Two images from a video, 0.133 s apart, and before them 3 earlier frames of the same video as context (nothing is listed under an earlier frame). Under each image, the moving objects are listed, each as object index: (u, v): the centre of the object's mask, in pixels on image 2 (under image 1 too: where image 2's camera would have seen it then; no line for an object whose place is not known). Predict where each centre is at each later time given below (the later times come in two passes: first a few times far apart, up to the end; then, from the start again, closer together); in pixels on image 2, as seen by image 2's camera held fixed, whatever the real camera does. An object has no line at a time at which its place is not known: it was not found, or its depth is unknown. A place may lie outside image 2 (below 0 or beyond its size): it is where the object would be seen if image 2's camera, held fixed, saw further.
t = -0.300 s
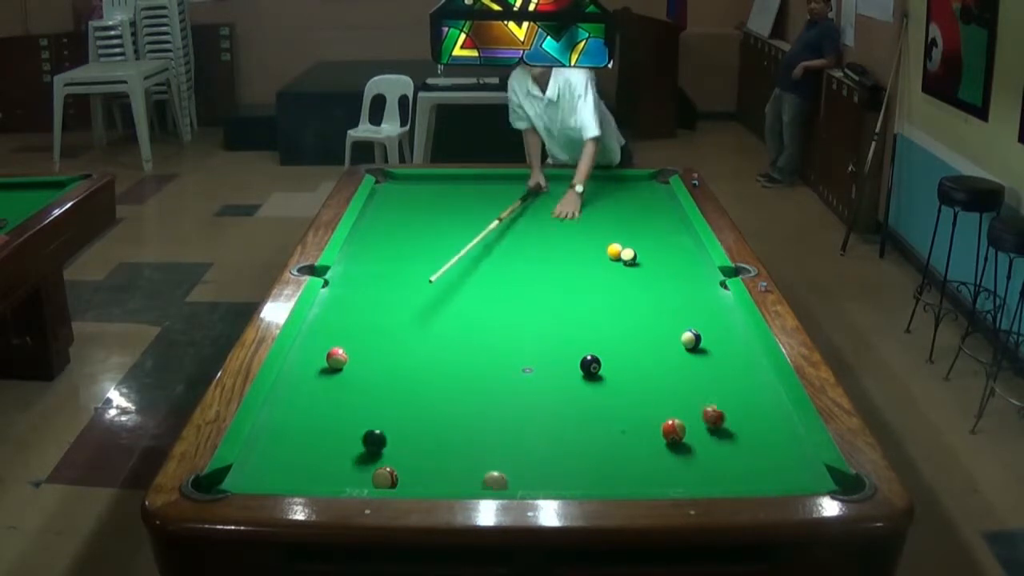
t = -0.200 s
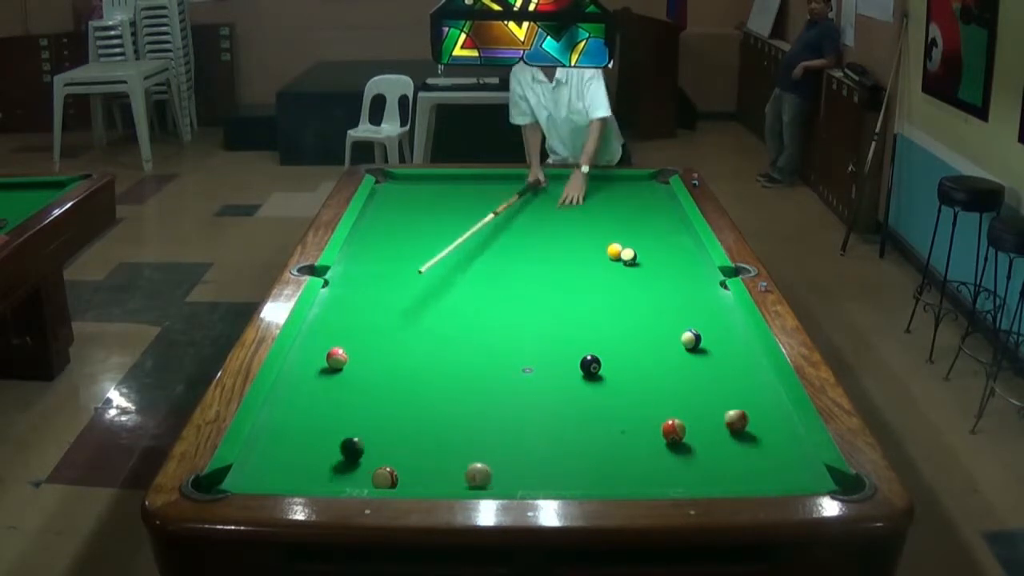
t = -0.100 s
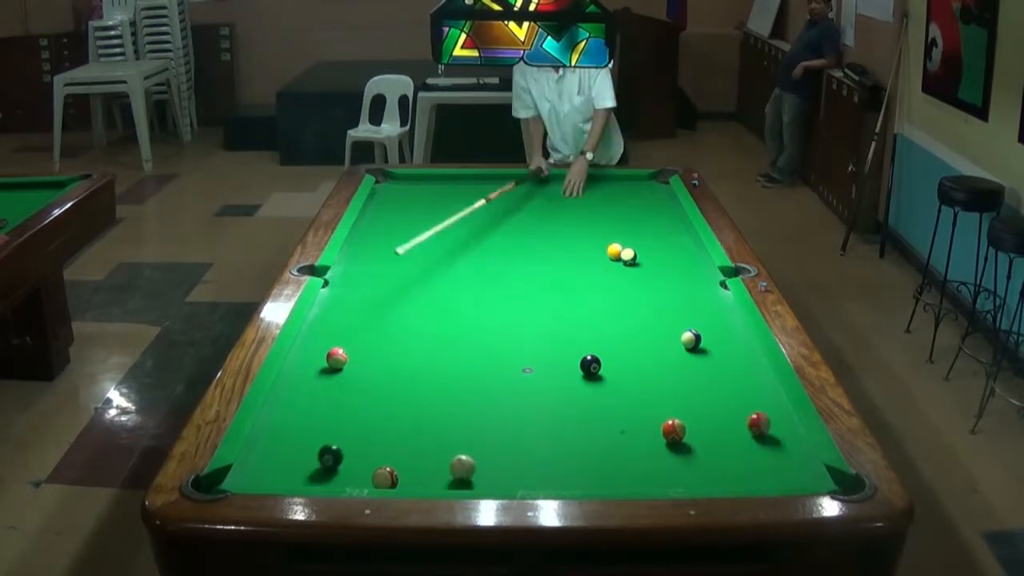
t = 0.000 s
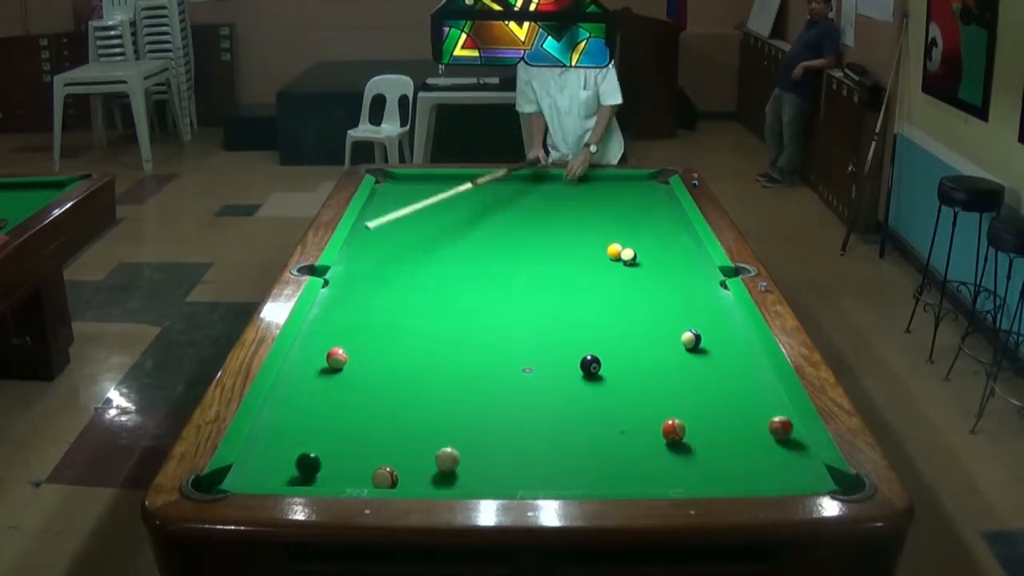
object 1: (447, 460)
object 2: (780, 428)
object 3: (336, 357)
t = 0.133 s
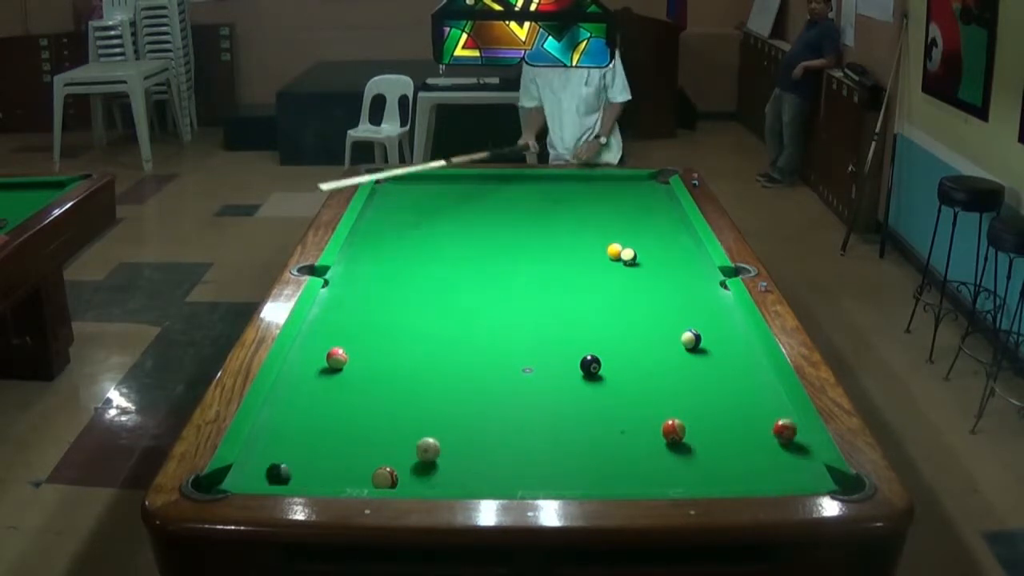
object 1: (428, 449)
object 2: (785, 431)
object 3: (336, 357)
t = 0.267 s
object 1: (410, 440)
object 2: (773, 433)
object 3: (336, 357)
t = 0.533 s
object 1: (377, 423)
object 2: (750, 438)
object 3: (336, 357)
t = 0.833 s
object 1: (345, 406)
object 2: (727, 443)
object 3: (336, 357)
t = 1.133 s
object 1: (316, 391)
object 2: (705, 448)
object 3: (336, 357)
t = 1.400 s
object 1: (293, 379)
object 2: (688, 451)
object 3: (336, 357)
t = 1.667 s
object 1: (300, 371)
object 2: (672, 454)
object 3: (336, 357)
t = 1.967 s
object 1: (316, 365)
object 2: (657, 457)
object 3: (337, 357)
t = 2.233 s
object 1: (320, 363)
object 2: (645, 460)
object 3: (343, 355)
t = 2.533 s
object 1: (321, 363)
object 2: (635, 462)
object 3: (350, 353)
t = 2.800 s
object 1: (320, 363)
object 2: (628, 464)
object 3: (354, 351)
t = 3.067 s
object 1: (321, 363)
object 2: (623, 465)
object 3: (357, 350)
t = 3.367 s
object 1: (321, 363)
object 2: (620, 466)
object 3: (359, 350)
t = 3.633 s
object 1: (320, 363)
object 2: (619, 466)
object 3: (359, 350)
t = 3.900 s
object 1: (321, 363)
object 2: (620, 466)
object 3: (359, 350)
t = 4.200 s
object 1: (321, 363)
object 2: (620, 466)
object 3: (359, 350)
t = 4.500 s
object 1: (320, 363)
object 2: (619, 466)
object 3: (359, 350)
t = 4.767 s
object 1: (321, 363)
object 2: (620, 466)
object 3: (359, 350)
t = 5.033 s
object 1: (320, 363)
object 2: (620, 466)
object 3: (359, 350)
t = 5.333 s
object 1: (320, 363)
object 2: (620, 466)
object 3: (359, 350)
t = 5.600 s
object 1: (320, 363)
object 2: (620, 466)
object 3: (359, 350)
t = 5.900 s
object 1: (320, 363)
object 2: (620, 466)
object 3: (359, 350)
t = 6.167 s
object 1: (320, 363)
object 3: (359, 350)
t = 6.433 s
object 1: (320, 363)
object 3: (359, 350)
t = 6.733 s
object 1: (320, 363)
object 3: (359, 350)
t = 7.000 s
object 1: (320, 363)
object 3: (359, 350)
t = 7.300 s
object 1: (320, 363)
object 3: (359, 350)
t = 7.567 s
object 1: (321, 363)
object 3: (359, 350)
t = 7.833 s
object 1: (321, 363)
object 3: (359, 350)
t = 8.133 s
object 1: (321, 363)
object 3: (359, 350)
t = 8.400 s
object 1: (321, 363)
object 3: (359, 350)
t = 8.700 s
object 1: (320, 363)
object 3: (359, 350)
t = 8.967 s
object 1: (320, 364)
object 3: (359, 350)
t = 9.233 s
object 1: (320, 363)
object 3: (359, 350)
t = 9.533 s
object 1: (321, 363)
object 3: (359, 350)
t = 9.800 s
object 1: (321, 363)
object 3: (359, 350)
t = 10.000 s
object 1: (321, 363)
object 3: (359, 350)
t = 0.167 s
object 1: (423, 447)
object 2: (781, 431)
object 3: (336, 357)
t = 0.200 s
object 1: (419, 445)
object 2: (779, 432)
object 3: (336, 357)
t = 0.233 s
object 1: (414, 442)
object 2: (776, 433)
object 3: (336, 357)
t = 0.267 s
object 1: (410, 440)
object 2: (773, 433)
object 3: (336, 357)
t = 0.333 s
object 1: (401, 436)
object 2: (767, 435)
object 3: (336, 357)
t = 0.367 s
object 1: (397, 434)
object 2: (764, 436)
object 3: (336, 357)
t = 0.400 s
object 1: (393, 432)
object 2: (762, 436)
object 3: (336, 357)
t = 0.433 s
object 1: (389, 430)
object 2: (758, 437)
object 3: (336, 357)
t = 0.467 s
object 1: (385, 428)
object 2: (756, 437)
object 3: (336, 357)
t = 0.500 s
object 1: (381, 425)
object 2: (753, 438)
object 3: (336, 357)
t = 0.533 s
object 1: (377, 423)
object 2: (750, 438)
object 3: (336, 357)
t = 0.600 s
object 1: (369, 419)
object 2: (745, 439)
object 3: (336, 357)
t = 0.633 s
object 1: (366, 417)
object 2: (742, 439)
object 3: (336, 357)
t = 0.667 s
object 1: (362, 416)
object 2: (739, 440)
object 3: (336, 357)
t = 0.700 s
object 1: (358, 413)
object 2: (737, 441)
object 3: (336, 357)
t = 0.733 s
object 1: (355, 412)
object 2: (734, 442)
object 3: (337, 357)
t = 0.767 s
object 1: (352, 410)
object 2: (732, 443)
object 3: (336, 357)
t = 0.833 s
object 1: (345, 406)
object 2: (727, 443)
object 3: (336, 357)
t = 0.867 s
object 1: (341, 404)
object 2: (724, 444)
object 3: (337, 357)
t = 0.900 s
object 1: (338, 403)
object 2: (722, 444)
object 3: (336, 357)
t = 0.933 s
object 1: (335, 401)
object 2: (719, 445)
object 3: (336, 357)
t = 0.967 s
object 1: (331, 399)
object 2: (717, 445)
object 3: (336, 357)
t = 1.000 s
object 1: (328, 398)
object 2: (714, 445)
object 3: (336, 357)
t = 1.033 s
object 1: (325, 396)
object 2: (712, 446)
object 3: (336, 357)
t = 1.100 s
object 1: (319, 392)
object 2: (707, 447)
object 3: (336, 357)
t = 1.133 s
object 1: (316, 391)
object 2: (705, 448)
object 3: (336, 357)
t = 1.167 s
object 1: (313, 390)
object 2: (703, 448)
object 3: (337, 357)
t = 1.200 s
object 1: (310, 388)
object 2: (701, 448)
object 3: (336, 357)
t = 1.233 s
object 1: (307, 386)
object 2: (698, 449)
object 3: (337, 357)
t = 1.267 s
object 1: (304, 385)
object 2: (696, 450)
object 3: (337, 357)
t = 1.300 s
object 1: (301, 383)
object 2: (694, 450)
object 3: (337, 357)
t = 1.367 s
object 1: (296, 381)
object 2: (690, 451)
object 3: (337, 357)
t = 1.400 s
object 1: (293, 379)
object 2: (688, 451)
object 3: (336, 357)
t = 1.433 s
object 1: (290, 377)
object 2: (686, 452)
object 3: (336, 357)
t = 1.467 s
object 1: (288, 376)
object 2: (684, 452)
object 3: (336, 357)
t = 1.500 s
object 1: (290, 375)
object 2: (681, 452)
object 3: (336, 357)
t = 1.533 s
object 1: (292, 374)
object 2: (679, 452)
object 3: (336, 357)
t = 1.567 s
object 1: (294, 374)
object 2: (678, 453)
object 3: (336, 357)
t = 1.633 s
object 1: (298, 372)
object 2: (674, 454)
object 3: (336, 357)
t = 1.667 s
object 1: (300, 371)
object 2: (672, 454)
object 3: (336, 357)
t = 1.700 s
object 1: (302, 370)
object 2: (670, 455)
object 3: (336, 357)
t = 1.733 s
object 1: (304, 370)
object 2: (668, 455)
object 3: (336, 357)
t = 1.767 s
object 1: (306, 369)
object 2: (666, 455)
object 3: (336, 357)
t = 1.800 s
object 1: (308, 368)
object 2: (664, 456)
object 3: (336, 357)
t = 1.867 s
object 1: (311, 367)
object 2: (661, 457)
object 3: (336, 357)
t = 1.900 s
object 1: (313, 366)
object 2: (659, 457)
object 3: (336, 357)
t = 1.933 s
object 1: (315, 365)
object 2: (658, 457)
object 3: (337, 357)
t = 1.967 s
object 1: (316, 365)
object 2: (657, 457)
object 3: (337, 357)
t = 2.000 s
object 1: (317, 364)
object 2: (655, 458)
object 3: (337, 357)
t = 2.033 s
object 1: (318, 364)
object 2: (654, 459)
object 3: (338, 357)
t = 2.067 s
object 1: (318, 364)
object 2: (652, 458)
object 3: (339, 357)
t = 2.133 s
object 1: (319, 364)
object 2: (649, 459)
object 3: (341, 356)
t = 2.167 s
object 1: (319, 364)
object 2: (648, 459)
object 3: (341, 356)
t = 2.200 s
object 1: (319, 363)
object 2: (647, 460)
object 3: (342, 356)
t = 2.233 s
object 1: (320, 363)
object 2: (645, 460)
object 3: (343, 355)
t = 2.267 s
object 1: (320, 363)
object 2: (644, 460)
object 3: (344, 355)
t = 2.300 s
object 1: (320, 363)
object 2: (643, 460)
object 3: (345, 354)
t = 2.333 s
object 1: (320, 363)
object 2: (642, 461)
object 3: (346, 354)
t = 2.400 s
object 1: (320, 363)
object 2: (639, 461)
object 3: (347, 354)
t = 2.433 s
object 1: (320, 363)
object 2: (638, 461)
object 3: (348, 353)
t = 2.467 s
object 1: (320, 363)
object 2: (637, 462)
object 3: (349, 353)
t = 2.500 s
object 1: (320, 363)
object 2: (636, 462)
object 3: (349, 353)
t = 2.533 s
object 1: (321, 363)
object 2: (635, 462)
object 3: (350, 353)
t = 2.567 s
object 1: (321, 363)
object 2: (634, 462)
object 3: (350, 353)
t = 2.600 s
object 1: (321, 363)
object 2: (633, 463)
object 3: (351, 352)
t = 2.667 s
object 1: (320, 363)
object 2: (632, 463)
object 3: (352, 352)
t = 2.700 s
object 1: (320, 363)
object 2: (631, 463)
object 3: (353, 352)
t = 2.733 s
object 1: (321, 363)
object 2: (630, 463)
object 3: (353, 352)
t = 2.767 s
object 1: (320, 363)
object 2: (629, 464)
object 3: (354, 351)
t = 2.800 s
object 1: (320, 363)
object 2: (628, 464)
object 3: (354, 351)
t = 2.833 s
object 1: (320, 363)
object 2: (627, 464)
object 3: (355, 351)
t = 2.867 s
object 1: (321, 363)
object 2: (627, 464)
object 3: (355, 351)
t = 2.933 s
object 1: (321, 363)
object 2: (625, 465)
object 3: (356, 350)
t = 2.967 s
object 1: (321, 363)
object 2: (625, 465)
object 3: (357, 350)
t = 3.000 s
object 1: (321, 363)
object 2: (624, 465)
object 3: (357, 350)
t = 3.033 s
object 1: (321, 363)
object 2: (624, 465)
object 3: (357, 350)
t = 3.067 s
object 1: (321, 363)
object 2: (623, 465)
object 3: (357, 350)
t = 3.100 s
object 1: (320, 363)
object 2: (623, 465)
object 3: (358, 350)
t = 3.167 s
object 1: (321, 363)
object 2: (622, 466)
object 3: (358, 350)
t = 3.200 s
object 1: (320, 363)
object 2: (621, 466)
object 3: (358, 350)
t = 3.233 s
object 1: (321, 363)
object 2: (621, 466)
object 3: (358, 350)
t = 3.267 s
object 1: (321, 363)
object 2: (621, 466)
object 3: (359, 350)
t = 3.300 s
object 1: (321, 363)
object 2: (620, 466)
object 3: (359, 350)
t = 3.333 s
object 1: (321, 363)
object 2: (620, 466)
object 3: (359, 350)
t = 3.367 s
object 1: (321, 363)
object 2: (620, 466)
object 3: (359, 350)
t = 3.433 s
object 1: (320, 363)
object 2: (619, 466)
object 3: (359, 350)
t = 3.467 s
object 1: (320, 363)
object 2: (619, 466)
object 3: (359, 350)
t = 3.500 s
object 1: (320, 363)
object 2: (619, 466)
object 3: (359, 350)
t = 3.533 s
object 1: (320, 363)
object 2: (619, 466)
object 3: (359, 350)
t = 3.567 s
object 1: (320, 363)
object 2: (619, 466)
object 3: (359, 350)
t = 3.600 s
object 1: (320, 363)
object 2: (619, 466)
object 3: (359, 350)
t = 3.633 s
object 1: (320, 363)
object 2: (619, 466)
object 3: (359, 350)
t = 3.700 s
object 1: (321, 363)
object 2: (620, 466)
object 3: (359, 350)
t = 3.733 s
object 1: (321, 363)
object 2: (620, 466)
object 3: (359, 350)
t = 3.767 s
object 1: (321, 363)
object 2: (619, 466)
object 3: (359, 350)
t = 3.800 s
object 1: (321, 363)
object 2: (620, 466)
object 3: (359, 350)
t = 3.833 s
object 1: (321, 363)
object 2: (620, 466)
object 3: (359, 350)
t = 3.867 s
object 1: (321, 363)
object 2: (620, 466)
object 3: (359, 350)
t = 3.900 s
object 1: (321, 363)
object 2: (620, 466)
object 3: (359, 350)
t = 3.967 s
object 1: (321, 363)
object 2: (620, 466)
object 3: (359, 350)
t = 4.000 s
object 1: (321, 363)
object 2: (620, 466)
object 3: (359, 350)
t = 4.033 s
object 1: (321, 363)
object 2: (620, 466)
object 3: (359, 350)
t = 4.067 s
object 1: (321, 363)
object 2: (620, 466)
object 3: (359, 350)
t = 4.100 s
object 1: (321, 363)
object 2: (620, 466)
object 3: (359, 350)
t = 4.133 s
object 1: (321, 363)
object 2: (620, 466)
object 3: (359, 350)
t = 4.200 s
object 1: (321, 363)
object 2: (620, 466)
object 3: (359, 350)
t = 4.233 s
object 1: (320, 363)
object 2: (619, 466)
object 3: (359, 350)
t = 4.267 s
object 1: (320, 363)
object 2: (619, 466)
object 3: (359, 350)
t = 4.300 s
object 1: (320, 363)
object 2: (619, 466)
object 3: (359, 350)
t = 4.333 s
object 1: (321, 364)
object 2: (619, 466)
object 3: (359, 350)
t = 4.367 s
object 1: (320, 363)
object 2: (619, 466)
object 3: (359, 350)
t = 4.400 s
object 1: (320, 363)
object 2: (619, 466)
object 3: (359, 350)
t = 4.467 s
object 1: (320, 363)
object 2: (619, 466)
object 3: (359, 350)
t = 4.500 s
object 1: (320, 363)
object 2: (619, 466)
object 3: (359, 350)
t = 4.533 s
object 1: (320, 363)
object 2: (619, 466)
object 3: (359, 350)
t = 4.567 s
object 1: (320, 363)
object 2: (619, 466)
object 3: (359, 350)
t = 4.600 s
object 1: (321, 363)
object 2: (619, 466)
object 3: (359, 350)
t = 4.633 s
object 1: (320, 364)
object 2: (619, 466)
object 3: (359, 350)
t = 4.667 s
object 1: (320, 363)
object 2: (619, 466)
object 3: (359, 350)
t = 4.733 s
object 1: (321, 363)
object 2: (620, 466)
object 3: (359, 350)
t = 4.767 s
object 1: (321, 363)
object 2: (620, 466)
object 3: (359, 350)
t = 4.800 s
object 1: (321, 364)
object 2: (620, 466)
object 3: (359, 350)
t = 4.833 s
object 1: (321, 363)
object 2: (620, 466)
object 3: (359, 350)
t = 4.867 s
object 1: (320, 363)
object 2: (620, 466)
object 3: (359, 350)
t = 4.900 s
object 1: (321, 363)
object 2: (620, 466)
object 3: (359, 350)
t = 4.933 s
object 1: (321, 363)
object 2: (620, 466)
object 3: (359, 350)
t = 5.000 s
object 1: (320, 363)
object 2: (620, 466)
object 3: (359, 350)
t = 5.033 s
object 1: (320, 363)
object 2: (620, 466)
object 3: (359, 350)
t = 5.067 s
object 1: (321, 363)
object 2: (620, 466)
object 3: (359, 350)
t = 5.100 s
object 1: (320, 363)
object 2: (620, 466)
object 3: (359, 350)
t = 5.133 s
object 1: (320, 363)
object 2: (620, 466)
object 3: (359, 350)
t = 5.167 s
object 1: (320, 363)
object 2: (620, 466)
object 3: (359, 350)
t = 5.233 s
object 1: (320, 363)
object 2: (620, 466)
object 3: (359, 350)
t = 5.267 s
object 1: (320, 363)
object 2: (620, 466)
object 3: (359, 350)
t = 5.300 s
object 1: (320, 363)
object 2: (620, 466)
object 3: (359, 350)
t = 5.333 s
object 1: (320, 363)
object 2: (620, 466)
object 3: (359, 350)
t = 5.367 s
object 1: (320, 363)
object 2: (620, 466)
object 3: (359, 350)
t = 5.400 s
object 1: (320, 363)
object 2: (619, 466)
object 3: (359, 350)
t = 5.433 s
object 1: (320, 363)
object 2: (619, 466)
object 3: (359, 350)
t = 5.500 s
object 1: (320, 363)
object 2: (619, 466)
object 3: (359, 350)
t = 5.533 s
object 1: (320, 363)
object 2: (620, 466)
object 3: (359, 350)
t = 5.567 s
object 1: (320, 363)
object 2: (620, 466)
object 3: (359, 350)
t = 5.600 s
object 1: (320, 363)
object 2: (620, 466)
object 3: (359, 350)
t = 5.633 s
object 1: (320, 363)
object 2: (620, 466)
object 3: (359, 350)
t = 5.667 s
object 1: (320, 363)
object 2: (620, 466)
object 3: (359, 350)
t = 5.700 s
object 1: (320, 363)
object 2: (619, 466)
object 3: (359, 350)
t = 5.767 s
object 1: (320, 363)
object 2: (620, 466)
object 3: (359, 350)
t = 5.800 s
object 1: (320, 363)
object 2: (620, 466)
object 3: (359, 350)
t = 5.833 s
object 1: (320, 363)
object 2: (620, 466)
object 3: (359, 350)
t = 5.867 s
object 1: (320, 363)
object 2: (620, 466)
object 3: (359, 350)
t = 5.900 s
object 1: (320, 363)
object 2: (620, 466)
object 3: (359, 350)
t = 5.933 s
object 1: (320, 363)
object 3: (359, 350)
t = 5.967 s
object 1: (320, 363)
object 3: (359, 350)
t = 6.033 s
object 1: (320, 363)
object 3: (359, 350)
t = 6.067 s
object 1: (320, 363)
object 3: (359, 350)
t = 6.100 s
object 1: (320, 363)
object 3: (359, 350)
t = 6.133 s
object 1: (320, 363)
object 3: (359, 350)
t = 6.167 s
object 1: (320, 363)
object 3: (359, 350)
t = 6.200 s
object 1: (320, 363)
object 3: (359, 350)
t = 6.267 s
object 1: (320, 363)
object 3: (359, 350)
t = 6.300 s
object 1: (320, 363)
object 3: (359, 350)
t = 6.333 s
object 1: (320, 363)
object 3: (359, 350)
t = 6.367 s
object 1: (320, 363)
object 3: (359, 350)
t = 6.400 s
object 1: (320, 363)
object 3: (359, 350)
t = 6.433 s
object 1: (320, 363)
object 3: (359, 350)
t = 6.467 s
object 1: (320, 363)
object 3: (359, 350)
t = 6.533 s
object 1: (320, 363)
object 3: (359, 350)
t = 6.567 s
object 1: (320, 363)
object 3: (359, 350)
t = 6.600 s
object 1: (320, 363)
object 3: (359, 350)
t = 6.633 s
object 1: (320, 363)
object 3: (359, 350)
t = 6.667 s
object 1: (320, 363)
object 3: (359, 350)
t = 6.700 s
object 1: (320, 363)
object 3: (359, 350)
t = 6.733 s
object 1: (320, 363)
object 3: (359, 350)
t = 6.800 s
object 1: (320, 363)
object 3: (359, 350)
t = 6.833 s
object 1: (320, 363)
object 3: (359, 350)
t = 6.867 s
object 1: (320, 363)
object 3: (359, 350)
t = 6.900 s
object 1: (320, 363)
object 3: (359, 350)
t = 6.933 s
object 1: (320, 363)
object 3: (359, 350)
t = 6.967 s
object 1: (320, 363)
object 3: (359, 350)
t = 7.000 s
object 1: (320, 363)
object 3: (359, 350)
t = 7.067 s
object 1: (320, 363)
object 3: (359, 350)
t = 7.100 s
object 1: (320, 363)
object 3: (359, 350)
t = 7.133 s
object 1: (320, 363)
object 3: (359, 350)
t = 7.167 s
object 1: (320, 363)
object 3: (359, 350)
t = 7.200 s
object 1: (320, 363)
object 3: (359, 350)
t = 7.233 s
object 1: (320, 363)
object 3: (359, 350)
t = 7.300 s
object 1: (320, 363)
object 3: (359, 350)
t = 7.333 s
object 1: (320, 363)
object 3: (359, 350)
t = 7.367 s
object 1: (320, 363)
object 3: (359, 350)
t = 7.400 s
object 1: (320, 364)
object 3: (359, 350)
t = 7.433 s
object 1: (321, 363)
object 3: (359, 350)
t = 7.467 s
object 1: (321, 363)
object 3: (359, 350)
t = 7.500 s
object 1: (321, 363)
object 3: (359, 350)
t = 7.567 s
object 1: (321, 363)
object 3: (359, 350)
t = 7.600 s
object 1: (321, 363)
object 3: (359, 350)
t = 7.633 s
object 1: (321, 363)
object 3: (359, 350)
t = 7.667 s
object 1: (321, 363)
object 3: (359, 350)
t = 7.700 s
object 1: (321, 363)
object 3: (359, 350)
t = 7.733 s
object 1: (321, 363)
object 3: (359, 350)
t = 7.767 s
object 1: (321, 363)
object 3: (359, 350)
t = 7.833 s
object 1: (321, 363)
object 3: (359, 350)
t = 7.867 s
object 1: (321, 364)
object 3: (359, 350)
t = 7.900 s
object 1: (321, 363)
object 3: (359, 350)
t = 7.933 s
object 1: (321, 363)
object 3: (359, 350)
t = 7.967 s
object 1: (321, 363)
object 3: (359, 350)
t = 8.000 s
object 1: (321, 363)
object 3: (359, 350)
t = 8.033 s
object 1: (321, 363)
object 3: (359, 350)
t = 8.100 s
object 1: (321, 363)
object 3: (359, 350)
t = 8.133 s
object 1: (321, 363)
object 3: (359, 350)
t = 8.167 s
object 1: (321, 363)
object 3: (359, 350)
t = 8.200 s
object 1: (321, 364)
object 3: (359, 350)
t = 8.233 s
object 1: (320, 364)
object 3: (359, 350)
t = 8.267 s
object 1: (321, 363)
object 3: (359, 350)
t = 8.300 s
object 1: (321, 363)
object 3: (359, 350)
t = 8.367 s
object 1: (321, 363)
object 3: (359, 350)
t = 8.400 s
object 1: (321, 363)
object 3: (359, 350)
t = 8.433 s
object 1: (321, 363)
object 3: (359, 350)
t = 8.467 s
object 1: (320, 363)
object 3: (359, 350)
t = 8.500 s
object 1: (320, 363)
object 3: (359, 350)
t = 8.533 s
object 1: (320, 363)
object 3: (359, 350)
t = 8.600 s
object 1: (320, 363)
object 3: (359, 350)
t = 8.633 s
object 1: (320, 363)
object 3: (359, 350)
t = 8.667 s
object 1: (320, 363)
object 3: (359, 350)
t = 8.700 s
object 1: (320, 363)
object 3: (359, 350)
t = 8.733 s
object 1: (320, 363)
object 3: (359, 350)
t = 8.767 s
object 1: (320, 363)
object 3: (359, 350)
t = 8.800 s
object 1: (320, 363)
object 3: (359, 350)
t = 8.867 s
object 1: (320, 364)
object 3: (359, 350)
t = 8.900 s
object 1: (320, 363)
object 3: (359, 350)
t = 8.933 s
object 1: (320, 363)
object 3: (359, 350)
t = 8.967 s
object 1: (320, 364)
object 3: (359, 350)
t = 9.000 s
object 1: (320, 363)
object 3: (359, 350)
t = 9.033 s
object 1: (320, 363)
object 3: (359, 350)
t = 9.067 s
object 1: (320, 364)
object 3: (359, 350)
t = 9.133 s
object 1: (320, 363)
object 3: (359, 350)
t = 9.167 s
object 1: (320, 363)
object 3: (359, 350)
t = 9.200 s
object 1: (320, 363)
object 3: (359, 350)
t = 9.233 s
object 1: (320, 363)
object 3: (359, 350)
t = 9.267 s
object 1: (320, 363)
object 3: (359, 350)
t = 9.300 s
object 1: (320, 363)
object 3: (359, 350)
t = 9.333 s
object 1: (320, 364)
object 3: (359, 350)
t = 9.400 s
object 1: (320, 363)
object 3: (359, 350)
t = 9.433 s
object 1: (320, 363)
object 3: (359, 350)
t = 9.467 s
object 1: (320, 363)
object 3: (359, 350)
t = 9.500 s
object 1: (320, 364)
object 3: (359, 350)
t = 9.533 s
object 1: (321, 363)
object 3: (359, 350)
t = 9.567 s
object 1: (321, 363)
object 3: (359, 350)
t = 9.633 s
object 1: (320, 363)
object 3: (359, 350)
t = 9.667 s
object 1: (320, 364)
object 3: (359, 350)
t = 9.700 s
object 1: (321, 363)
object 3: (359, 350)
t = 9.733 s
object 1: (320, 364)
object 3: (359, 350)
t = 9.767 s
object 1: (320, 364)
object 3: (359, 350)
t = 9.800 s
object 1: (321, 363)
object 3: (359, 350)
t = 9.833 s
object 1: (321, 363)
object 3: (359, 350)
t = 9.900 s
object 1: (321, 363)
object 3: (359, 350)
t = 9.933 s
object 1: (321, 363)
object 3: (359, 350)
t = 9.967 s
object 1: (321, 363)
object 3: (359, 350)
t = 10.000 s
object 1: (321, 363)
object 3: (359, 350)
